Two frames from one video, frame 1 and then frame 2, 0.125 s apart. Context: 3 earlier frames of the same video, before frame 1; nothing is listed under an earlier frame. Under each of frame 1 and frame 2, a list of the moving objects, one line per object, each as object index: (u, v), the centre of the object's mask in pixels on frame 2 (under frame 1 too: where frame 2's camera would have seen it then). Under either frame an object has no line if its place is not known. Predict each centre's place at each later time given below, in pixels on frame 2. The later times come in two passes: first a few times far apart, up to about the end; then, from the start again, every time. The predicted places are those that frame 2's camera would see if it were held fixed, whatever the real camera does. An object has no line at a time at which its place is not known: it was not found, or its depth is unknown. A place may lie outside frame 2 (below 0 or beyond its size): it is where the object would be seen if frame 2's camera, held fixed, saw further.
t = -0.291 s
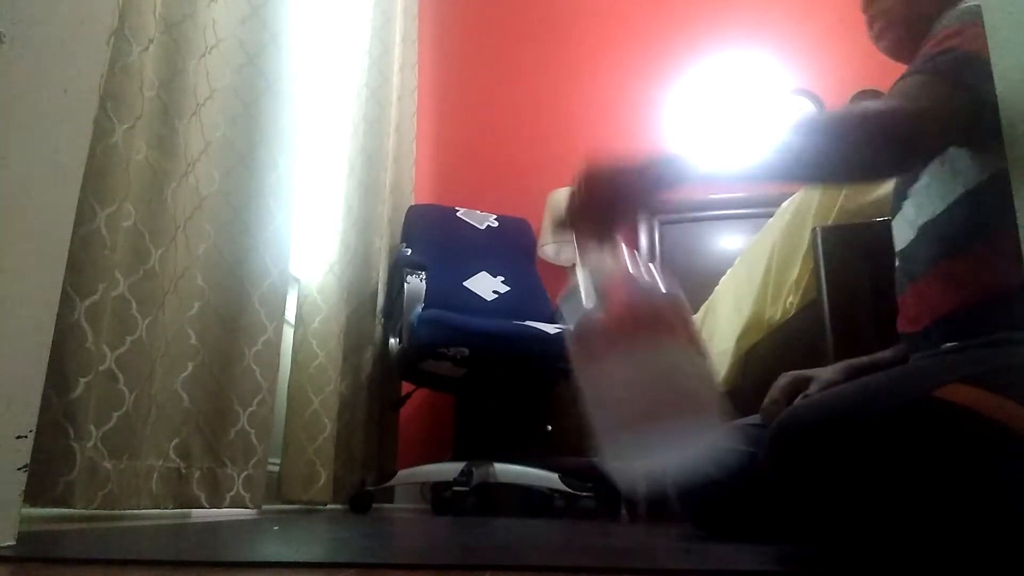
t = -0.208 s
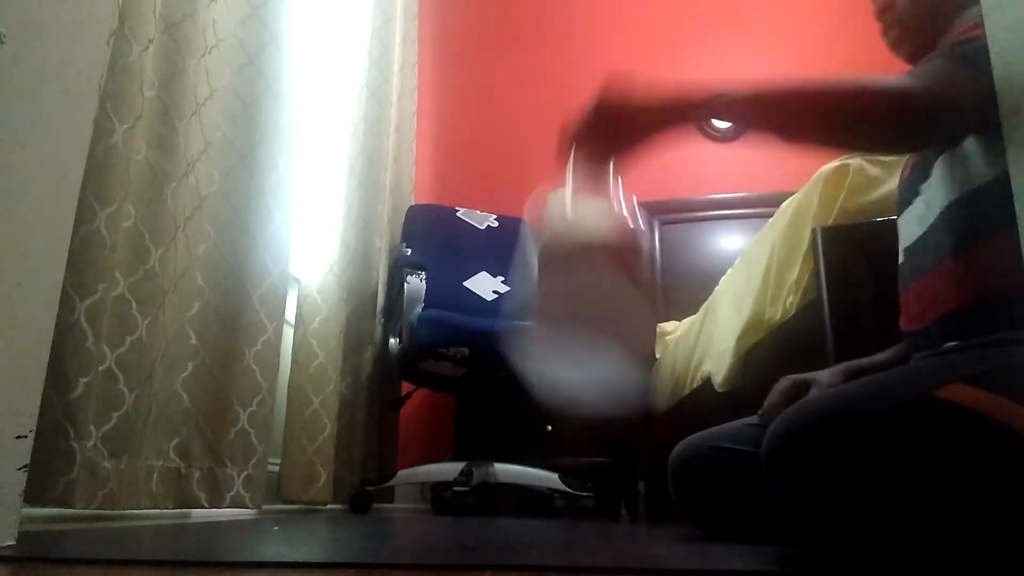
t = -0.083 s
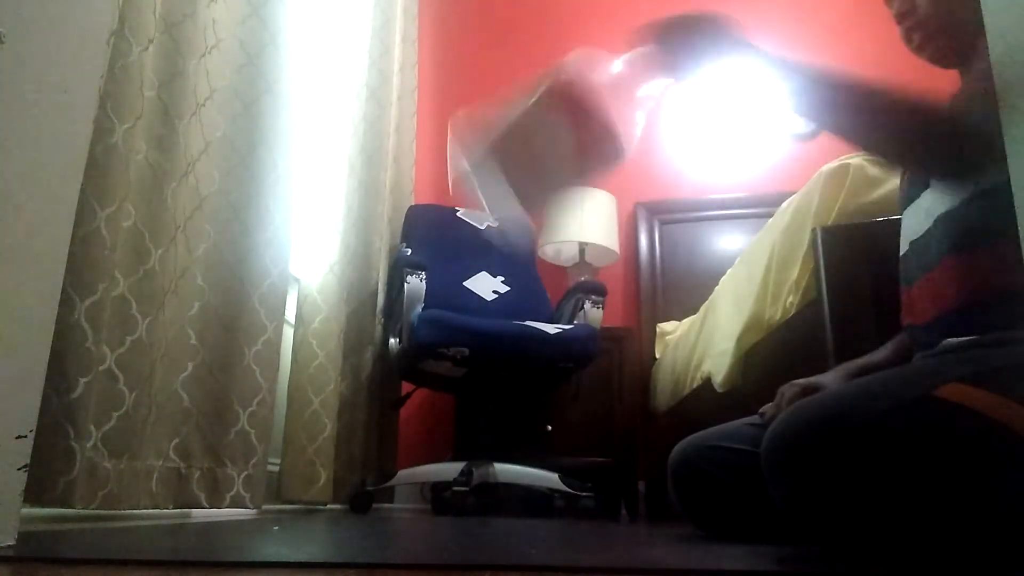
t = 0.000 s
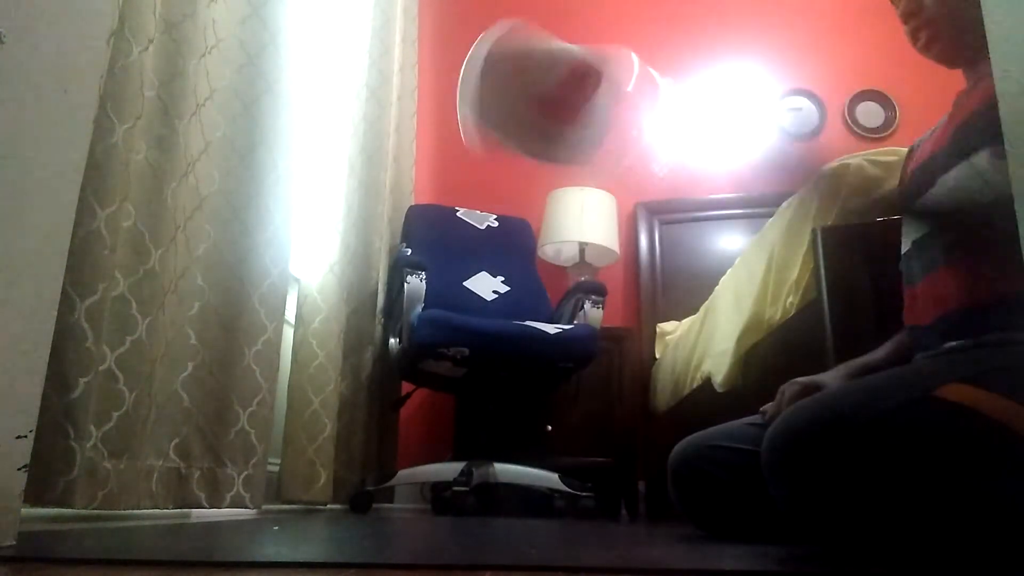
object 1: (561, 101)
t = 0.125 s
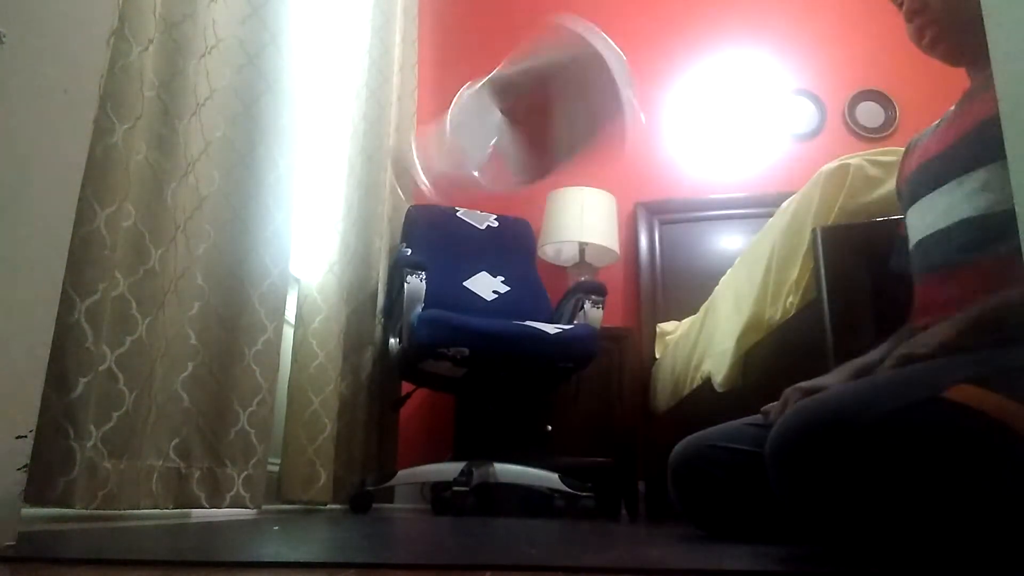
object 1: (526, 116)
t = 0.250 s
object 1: (555, 225)
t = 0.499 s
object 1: (634, 428)
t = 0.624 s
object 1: (660, 432)
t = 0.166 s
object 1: (539, 128)
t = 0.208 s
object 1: (545, 162)
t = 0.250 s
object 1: (555, 225)
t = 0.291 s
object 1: (568, 338)
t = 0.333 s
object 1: (587, 417)
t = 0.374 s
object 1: (604, 424)
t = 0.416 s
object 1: (609, 426)
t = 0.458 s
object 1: (620, 426)
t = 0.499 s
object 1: (634, 428)
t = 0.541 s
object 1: (646, 430)
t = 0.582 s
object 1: (655, 430)
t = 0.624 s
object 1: (660, 432)
